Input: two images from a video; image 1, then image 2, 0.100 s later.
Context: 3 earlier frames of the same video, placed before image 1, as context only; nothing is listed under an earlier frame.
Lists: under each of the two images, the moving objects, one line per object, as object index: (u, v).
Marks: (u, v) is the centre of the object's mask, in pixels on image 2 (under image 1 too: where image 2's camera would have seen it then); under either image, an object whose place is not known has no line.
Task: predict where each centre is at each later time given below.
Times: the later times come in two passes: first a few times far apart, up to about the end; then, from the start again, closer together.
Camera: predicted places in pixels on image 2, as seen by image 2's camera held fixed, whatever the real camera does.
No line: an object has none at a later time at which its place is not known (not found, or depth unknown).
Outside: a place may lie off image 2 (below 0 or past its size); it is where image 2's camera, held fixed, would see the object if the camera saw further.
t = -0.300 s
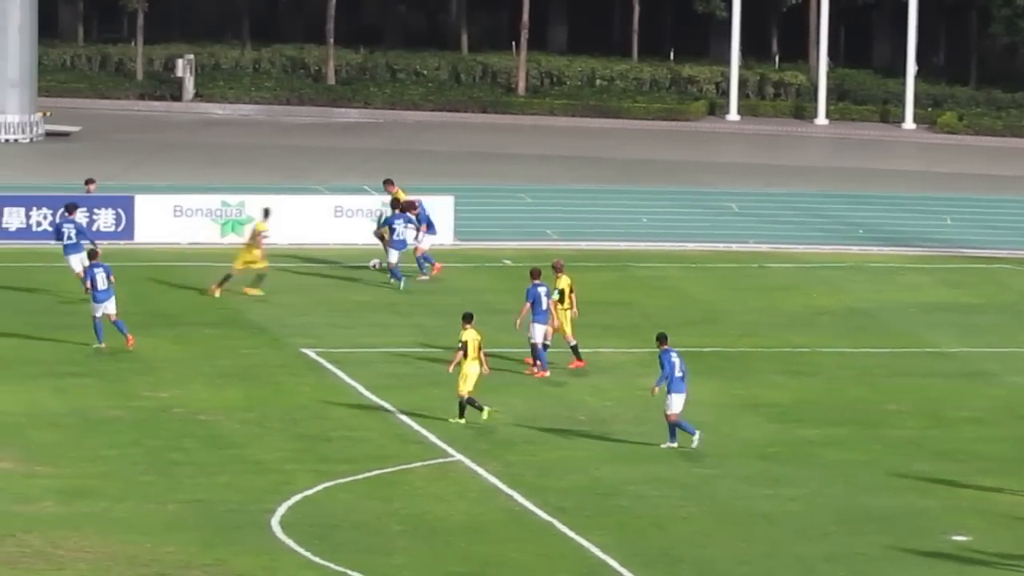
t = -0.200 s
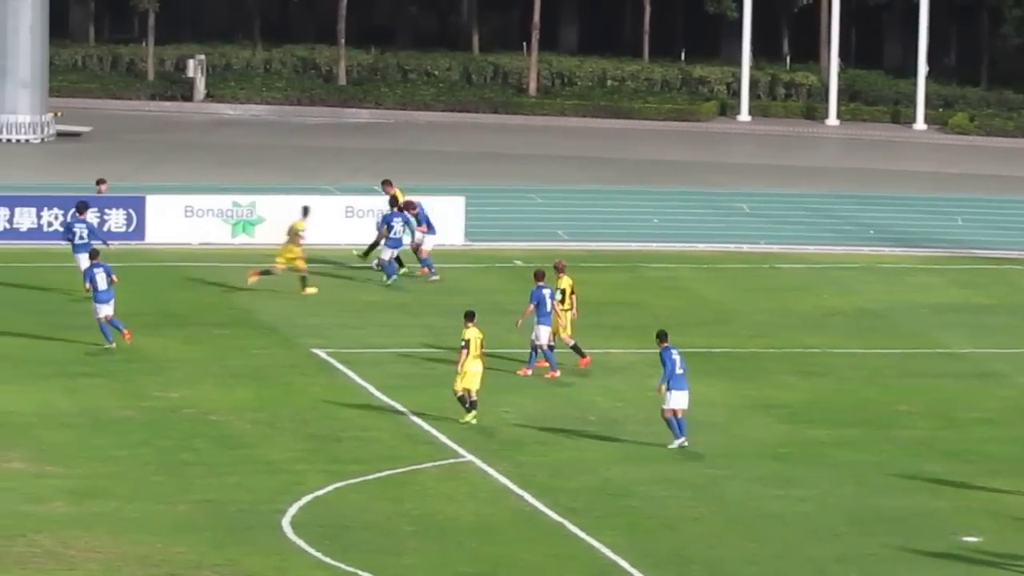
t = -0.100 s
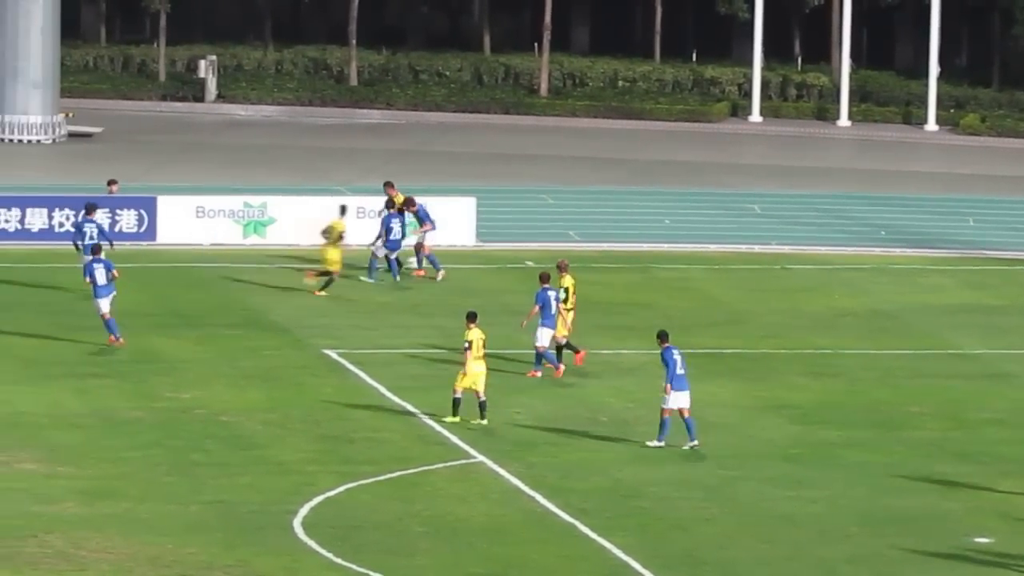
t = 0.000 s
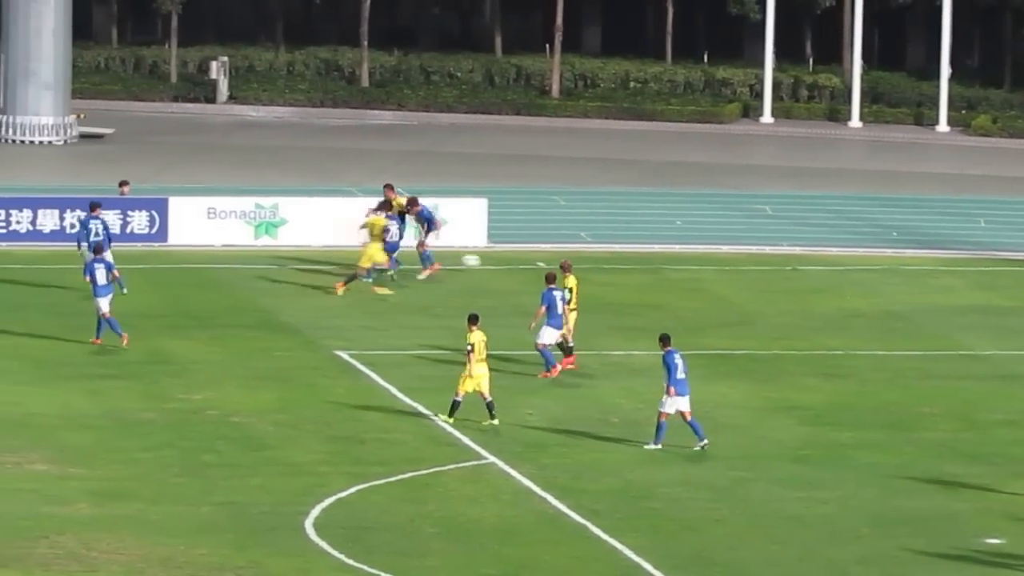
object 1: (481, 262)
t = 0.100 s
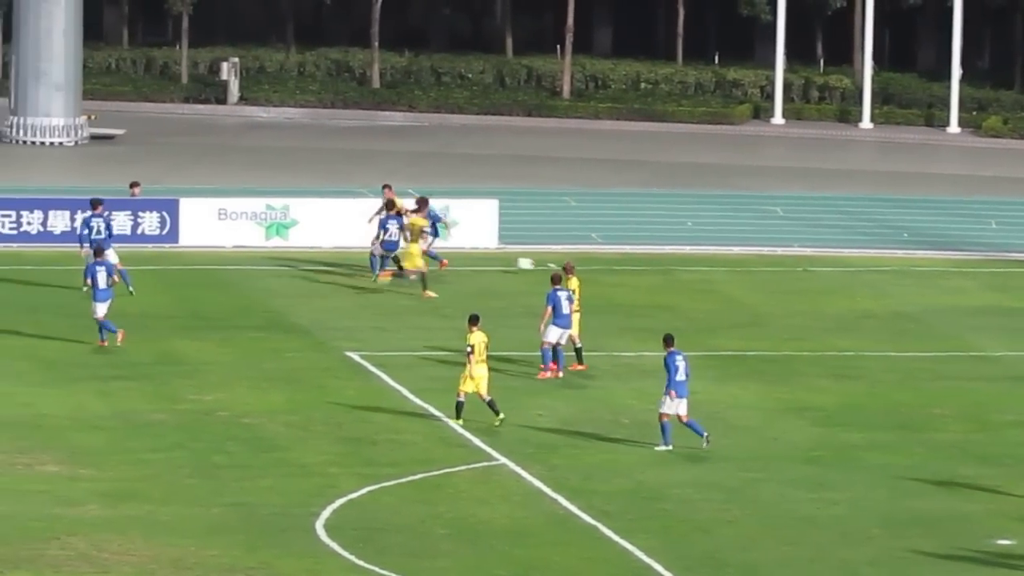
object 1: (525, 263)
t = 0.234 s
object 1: (579, 268)
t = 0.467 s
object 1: (663, 270)
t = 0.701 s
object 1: (731, 271)
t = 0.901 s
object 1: (778, 271)
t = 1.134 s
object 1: (827, 273)
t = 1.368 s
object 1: (873, 273)
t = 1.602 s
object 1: (915, 273)
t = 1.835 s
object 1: (952, 274)
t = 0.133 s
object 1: (539, 266)
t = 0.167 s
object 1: (551, 268)
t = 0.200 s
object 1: (570, 270)
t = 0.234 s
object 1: (579, 268)
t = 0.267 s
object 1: (591, 267)
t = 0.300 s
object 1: (603, 267)
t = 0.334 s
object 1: (616, 267)
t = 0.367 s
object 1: (628, 268)
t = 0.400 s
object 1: (641, 269)
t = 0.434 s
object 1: (653, 271)
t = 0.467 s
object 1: (663, 270)
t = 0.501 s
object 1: (674, 269)
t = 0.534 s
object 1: (684, 269)
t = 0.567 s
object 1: (695, 269)
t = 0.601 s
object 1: (704, 270)
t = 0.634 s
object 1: (714, 271)
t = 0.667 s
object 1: (722, 271)
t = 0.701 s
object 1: (731, 271)
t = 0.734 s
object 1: (739, 271)
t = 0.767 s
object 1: (748, 272)
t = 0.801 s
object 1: (756, 272)
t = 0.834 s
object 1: (763, 272)
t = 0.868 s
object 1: (771, 271)
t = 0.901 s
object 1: (778, 271)
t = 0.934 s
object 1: (785, 272)
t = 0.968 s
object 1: (793, 273)
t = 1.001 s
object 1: (799, 273)
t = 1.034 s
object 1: (806, 272)
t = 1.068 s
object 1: (814, 272)
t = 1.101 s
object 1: (820, 273)
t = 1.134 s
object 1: (827, 273)
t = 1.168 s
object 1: (835, 273)
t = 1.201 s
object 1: (841, 273)
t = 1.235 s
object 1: (848, 273)
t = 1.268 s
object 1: (855, 273)
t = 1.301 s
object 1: (861, 273)
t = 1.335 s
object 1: (867, 273)
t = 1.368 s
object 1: (873, 273)
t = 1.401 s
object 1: (879, 273)
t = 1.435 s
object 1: (886, 273)
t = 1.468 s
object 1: (892, 273)
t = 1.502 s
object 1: (899, 274)
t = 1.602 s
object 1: (915, 273)
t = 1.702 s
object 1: (931, 274)
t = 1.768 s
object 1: (941, 274)
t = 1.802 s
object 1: (947, 273)
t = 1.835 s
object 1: (952, 274)
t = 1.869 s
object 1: (956, 274)
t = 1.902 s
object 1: (961, 274)
